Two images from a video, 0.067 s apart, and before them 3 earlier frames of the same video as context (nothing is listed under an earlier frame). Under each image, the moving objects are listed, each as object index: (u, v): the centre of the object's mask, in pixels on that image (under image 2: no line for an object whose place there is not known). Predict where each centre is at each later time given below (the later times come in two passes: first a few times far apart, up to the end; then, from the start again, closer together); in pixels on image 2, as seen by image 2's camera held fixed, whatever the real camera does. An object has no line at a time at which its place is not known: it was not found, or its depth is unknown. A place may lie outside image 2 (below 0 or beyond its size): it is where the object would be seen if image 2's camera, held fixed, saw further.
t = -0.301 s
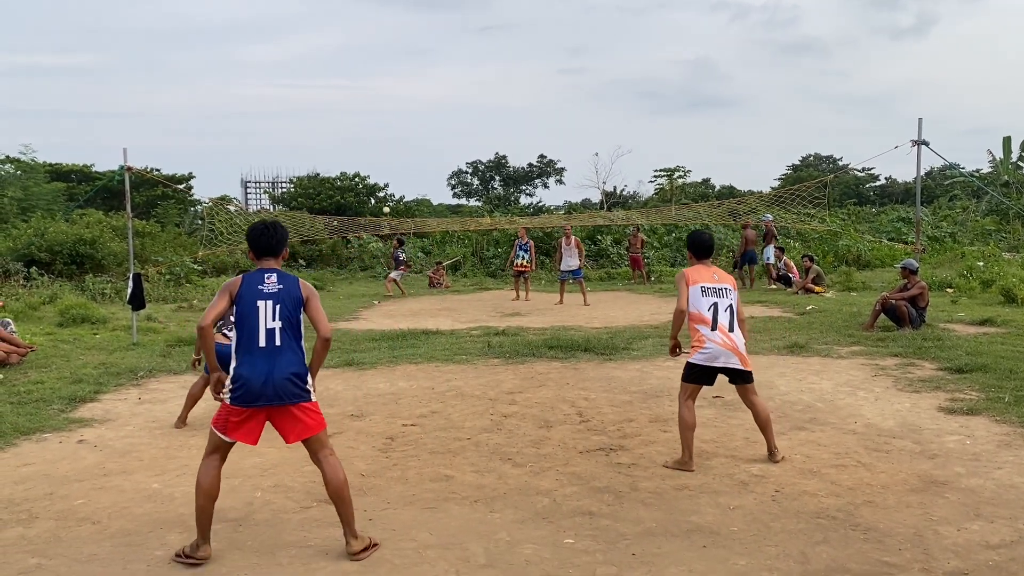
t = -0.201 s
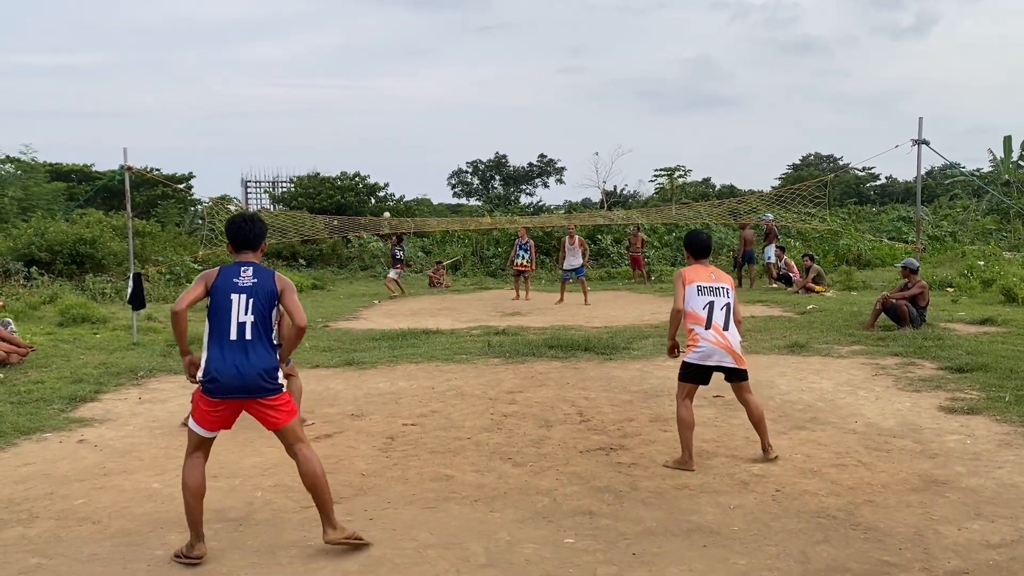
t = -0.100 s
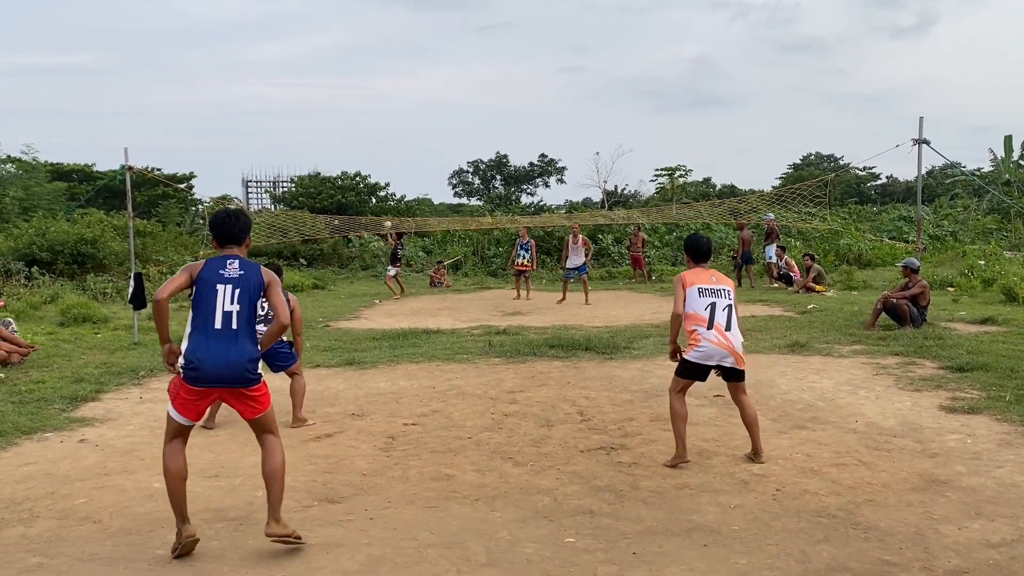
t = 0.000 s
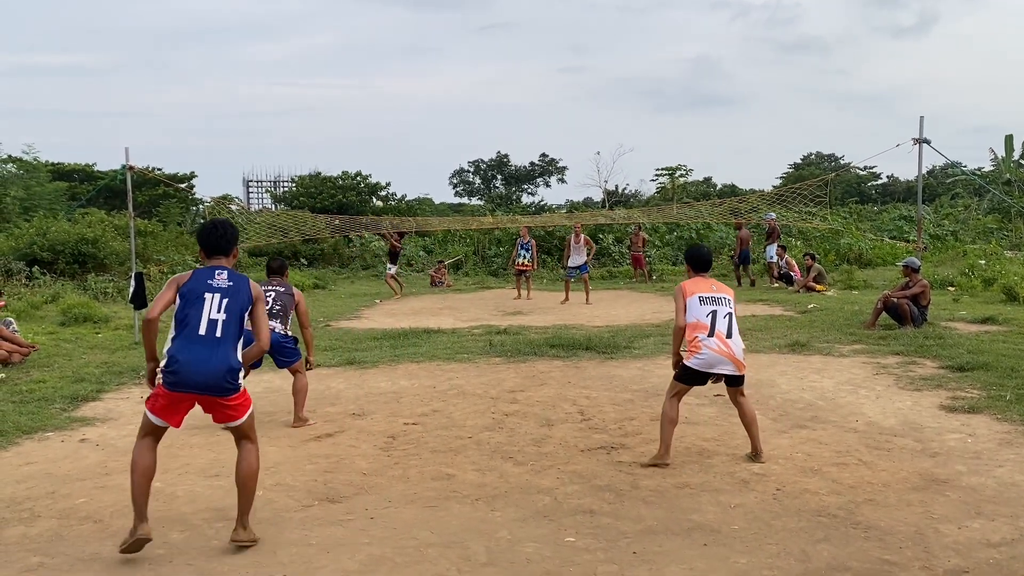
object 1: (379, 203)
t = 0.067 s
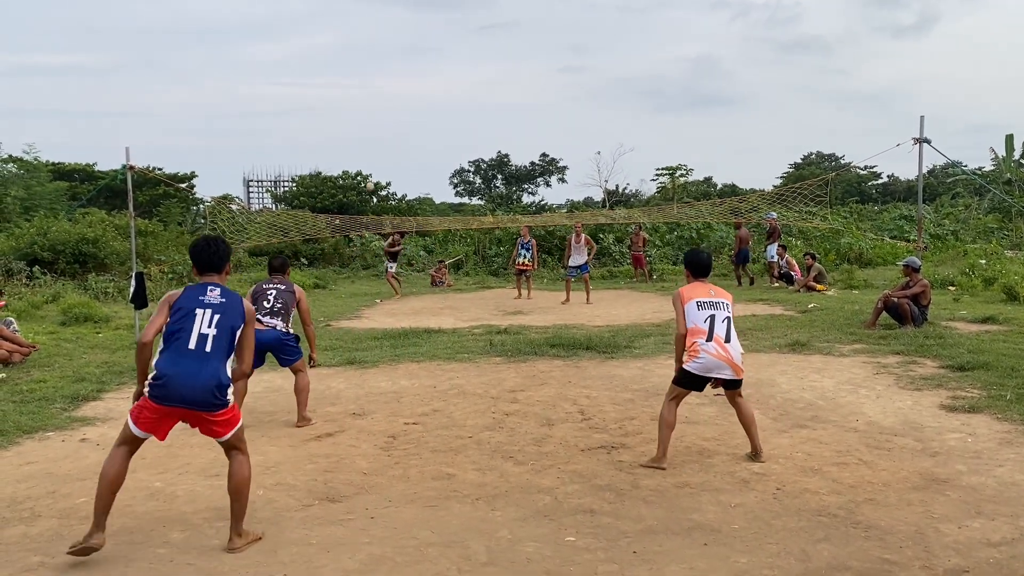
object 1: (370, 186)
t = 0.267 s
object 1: (340, 134)
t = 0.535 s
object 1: (292, 73)
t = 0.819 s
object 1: (210, 32)
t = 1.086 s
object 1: (27, 63)
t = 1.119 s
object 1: (-9, 81)
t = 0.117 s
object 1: (362, 172)
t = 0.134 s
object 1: (360, 168)
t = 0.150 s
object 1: (358, 165)
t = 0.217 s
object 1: (348, 147)
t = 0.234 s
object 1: (345, 143)
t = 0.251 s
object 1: (343, 138)
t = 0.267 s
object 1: (340, 134)
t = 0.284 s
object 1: (337, 130)
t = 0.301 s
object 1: (334, 127)
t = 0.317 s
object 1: (332, 123)
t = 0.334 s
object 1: (329, 118)
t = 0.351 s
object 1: (326, 114)
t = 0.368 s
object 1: (324, 110)
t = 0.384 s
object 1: (320, 106)
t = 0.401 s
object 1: (318, 102)
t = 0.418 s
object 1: (315, 98)
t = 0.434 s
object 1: (312, 94)
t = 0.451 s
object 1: (308, 91)
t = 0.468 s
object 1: (305, 87)
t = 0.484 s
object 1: (302, 83)
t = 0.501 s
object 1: (299, 79)
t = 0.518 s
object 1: (296, 76)
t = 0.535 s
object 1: (292, 73)
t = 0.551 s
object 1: (288, 69)
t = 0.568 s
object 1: (285, 66)
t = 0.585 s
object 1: (281, 63)
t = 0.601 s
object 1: (277, 60)
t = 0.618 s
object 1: (273, 57)
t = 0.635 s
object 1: (269, 55)
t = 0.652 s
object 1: (265, 52)
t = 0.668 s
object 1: (260, 49)
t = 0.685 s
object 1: (255, 47)
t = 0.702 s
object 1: (250, 44)
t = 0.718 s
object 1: (245, 42)
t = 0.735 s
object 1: (240, 40)
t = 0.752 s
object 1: (234, 38)
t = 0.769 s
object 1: (228, 36)
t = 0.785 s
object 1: (222, 35)
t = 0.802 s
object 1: (216, 33)
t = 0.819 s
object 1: (210, 32)
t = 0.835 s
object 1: (203, 31)
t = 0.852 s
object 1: (195, 30)
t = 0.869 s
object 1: (187, 29)
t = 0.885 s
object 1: (179, 29)
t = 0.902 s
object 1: (171, 29)
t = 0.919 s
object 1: (162, 30)
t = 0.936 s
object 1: (152, 31)
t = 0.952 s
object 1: (142, 32)
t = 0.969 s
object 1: (131, 34)
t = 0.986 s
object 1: (120, 36)
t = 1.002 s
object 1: (107, 39)
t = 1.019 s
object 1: (93, 42)
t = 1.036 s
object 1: (79, 46)
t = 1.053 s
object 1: (63, 51)
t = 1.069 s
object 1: (46, 57)
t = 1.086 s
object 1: (27, 63)
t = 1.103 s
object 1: (8, 71)
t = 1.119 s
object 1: (-9, 81)
